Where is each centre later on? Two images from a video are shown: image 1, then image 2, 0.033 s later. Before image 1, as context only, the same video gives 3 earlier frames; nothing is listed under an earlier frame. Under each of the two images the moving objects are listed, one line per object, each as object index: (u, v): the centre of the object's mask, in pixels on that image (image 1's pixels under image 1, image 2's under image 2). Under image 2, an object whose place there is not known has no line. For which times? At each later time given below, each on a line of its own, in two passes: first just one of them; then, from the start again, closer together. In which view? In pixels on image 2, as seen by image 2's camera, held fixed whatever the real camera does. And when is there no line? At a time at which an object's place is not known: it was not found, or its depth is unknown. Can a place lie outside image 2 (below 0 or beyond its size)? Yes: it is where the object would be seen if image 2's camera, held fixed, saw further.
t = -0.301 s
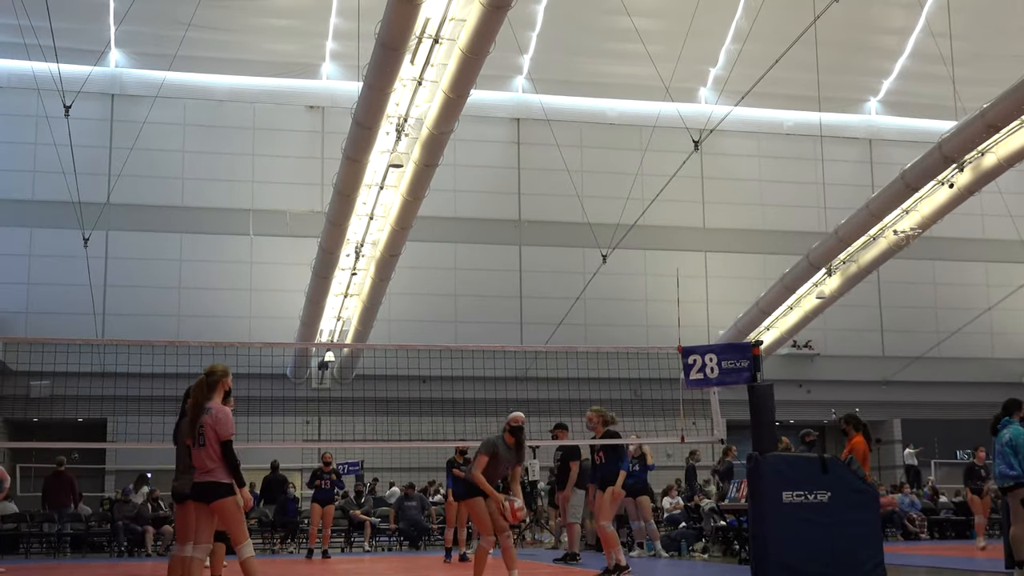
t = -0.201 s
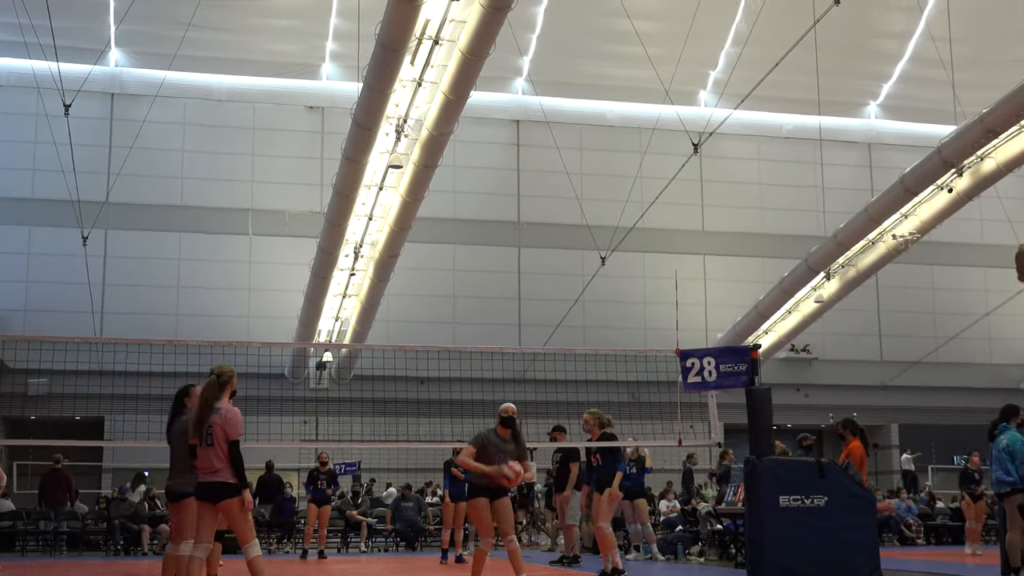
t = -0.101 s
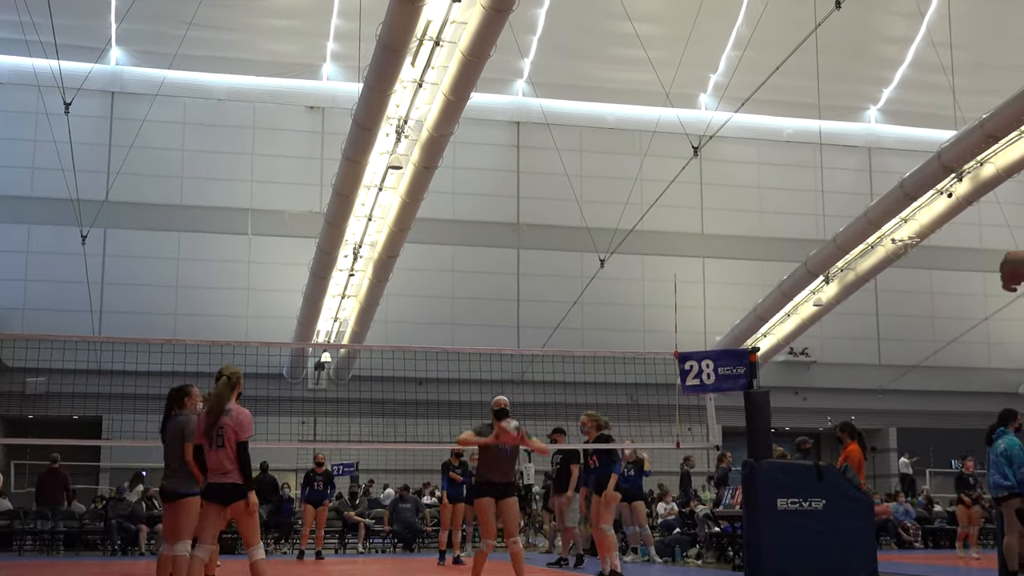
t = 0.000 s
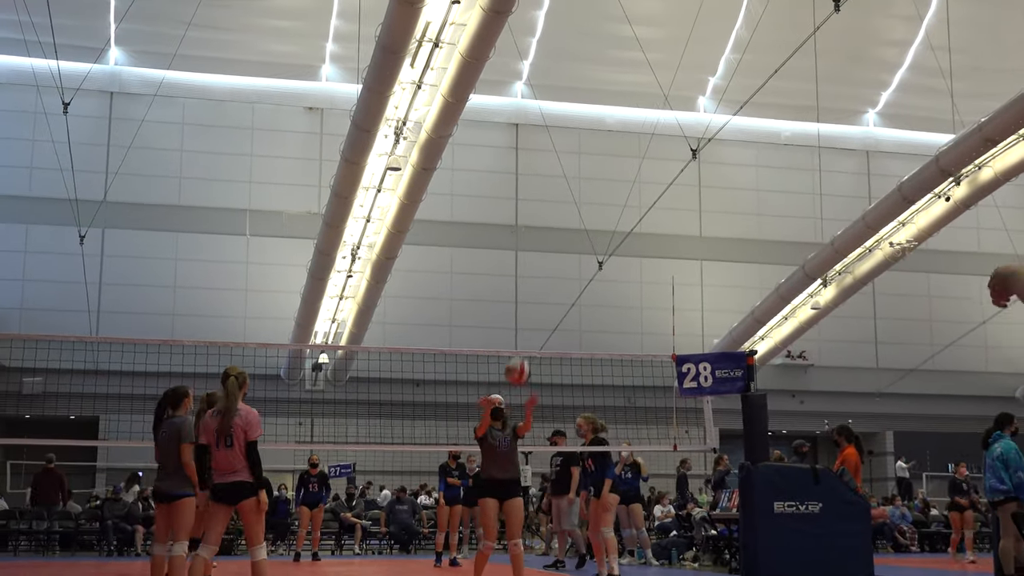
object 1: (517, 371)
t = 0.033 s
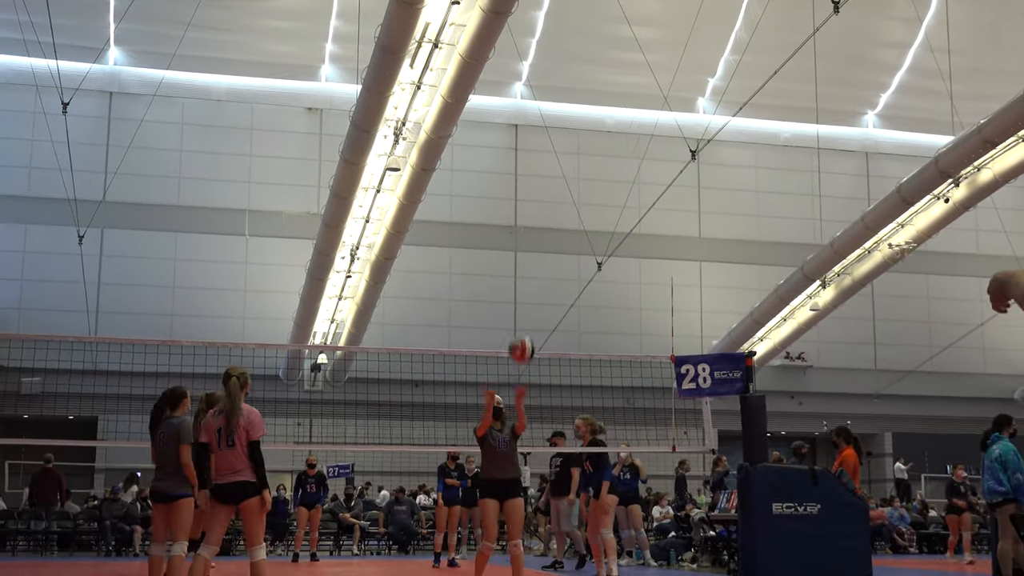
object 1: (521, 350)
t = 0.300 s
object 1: (565, 189)
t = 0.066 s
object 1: (526, 327)
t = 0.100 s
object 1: (531, 306)
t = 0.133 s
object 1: (537, 285)
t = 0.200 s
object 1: (548, 244)
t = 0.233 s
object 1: (553, 225)
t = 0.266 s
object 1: (559, 206)
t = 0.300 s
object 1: (565, 189)
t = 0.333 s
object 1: (572, 172)
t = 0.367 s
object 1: (578, 157)
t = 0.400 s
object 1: (584, 142)
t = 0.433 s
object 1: (590, 128)
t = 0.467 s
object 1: (597, 116)
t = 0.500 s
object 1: (606, 103)
